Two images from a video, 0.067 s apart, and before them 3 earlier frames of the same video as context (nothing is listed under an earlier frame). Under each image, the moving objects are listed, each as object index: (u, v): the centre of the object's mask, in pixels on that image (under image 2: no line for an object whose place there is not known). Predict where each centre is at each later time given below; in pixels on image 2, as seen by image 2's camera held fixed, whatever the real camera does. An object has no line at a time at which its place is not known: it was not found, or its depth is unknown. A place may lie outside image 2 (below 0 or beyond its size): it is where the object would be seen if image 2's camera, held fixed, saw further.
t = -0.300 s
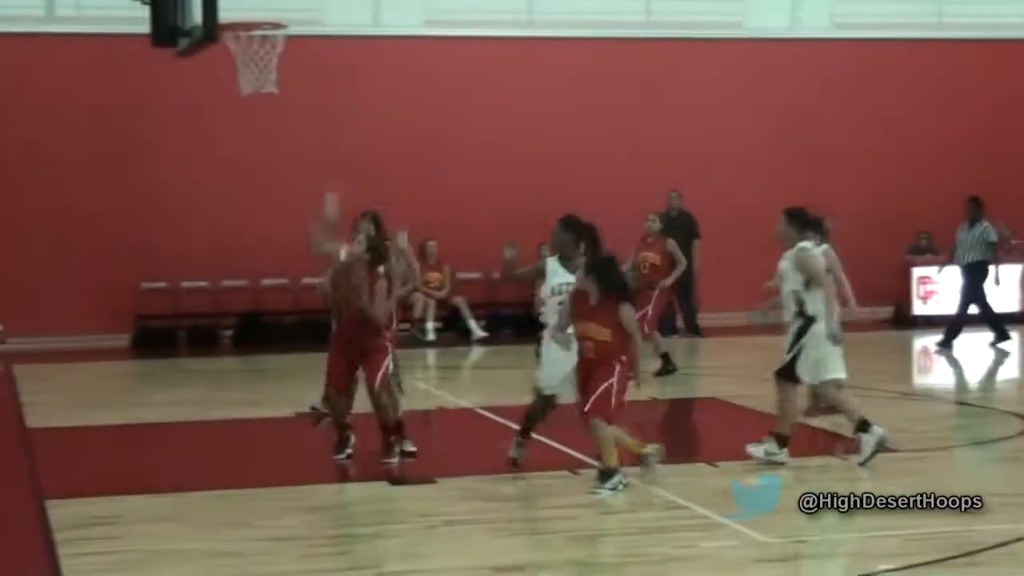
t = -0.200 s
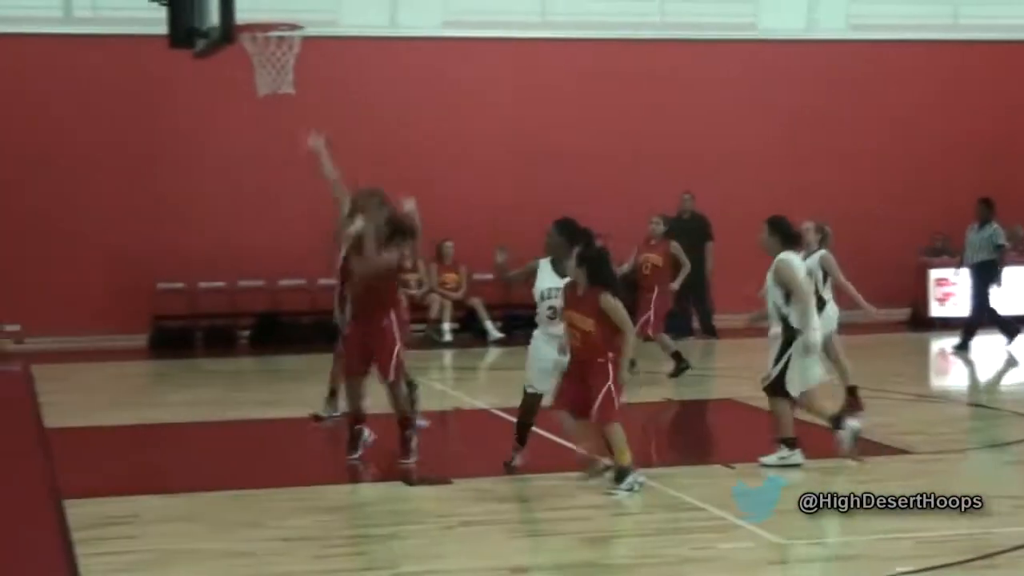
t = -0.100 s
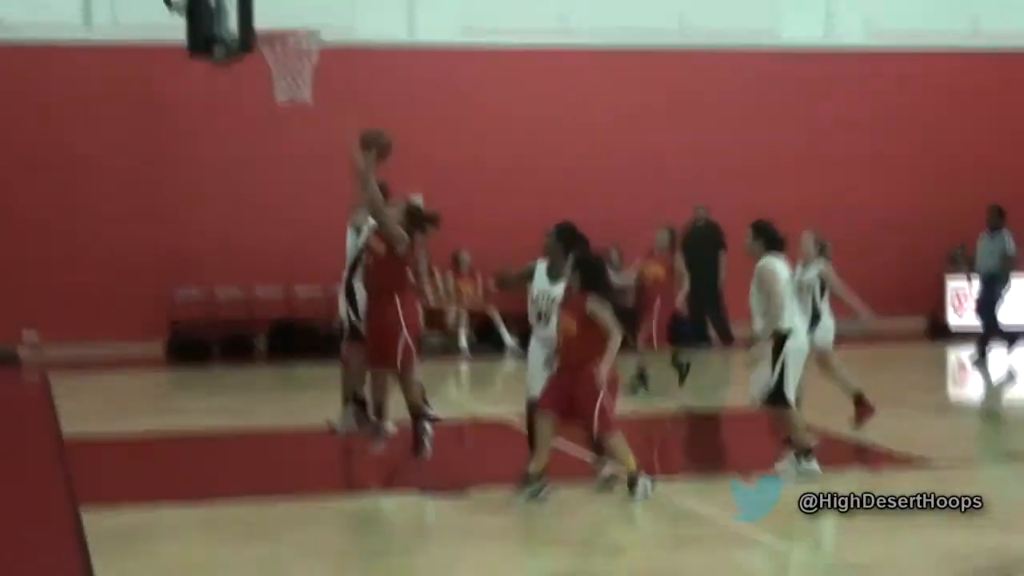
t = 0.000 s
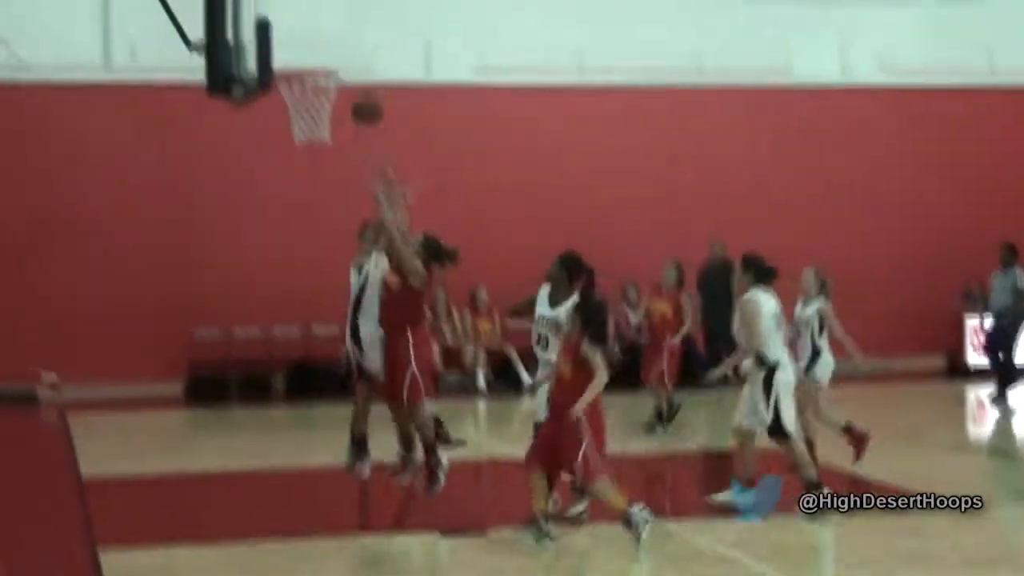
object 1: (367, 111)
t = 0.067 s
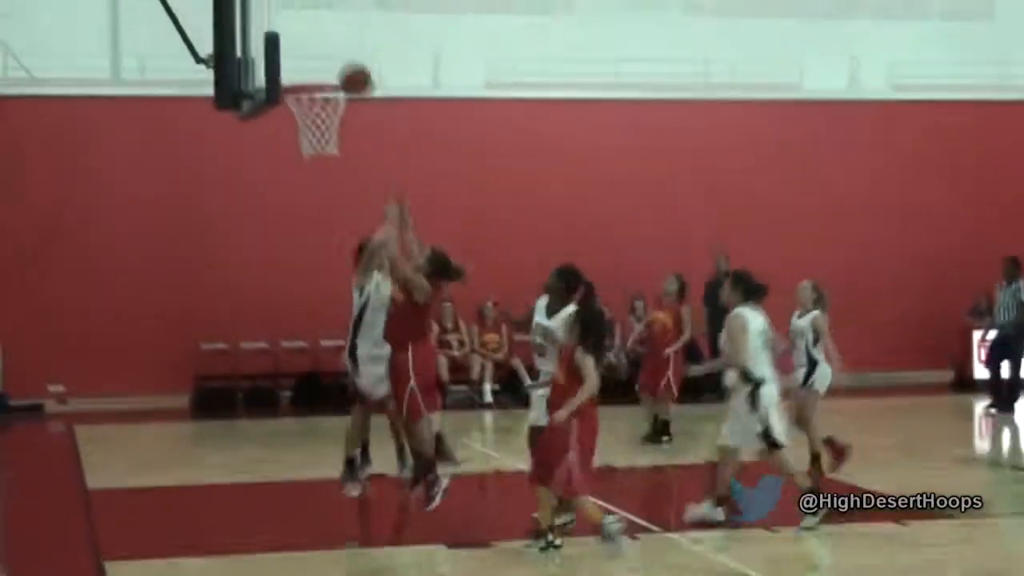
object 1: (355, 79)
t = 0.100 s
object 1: (347, 63)
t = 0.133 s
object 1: (337, 47)
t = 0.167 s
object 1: (327, 33)
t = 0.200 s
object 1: (317, 21)
